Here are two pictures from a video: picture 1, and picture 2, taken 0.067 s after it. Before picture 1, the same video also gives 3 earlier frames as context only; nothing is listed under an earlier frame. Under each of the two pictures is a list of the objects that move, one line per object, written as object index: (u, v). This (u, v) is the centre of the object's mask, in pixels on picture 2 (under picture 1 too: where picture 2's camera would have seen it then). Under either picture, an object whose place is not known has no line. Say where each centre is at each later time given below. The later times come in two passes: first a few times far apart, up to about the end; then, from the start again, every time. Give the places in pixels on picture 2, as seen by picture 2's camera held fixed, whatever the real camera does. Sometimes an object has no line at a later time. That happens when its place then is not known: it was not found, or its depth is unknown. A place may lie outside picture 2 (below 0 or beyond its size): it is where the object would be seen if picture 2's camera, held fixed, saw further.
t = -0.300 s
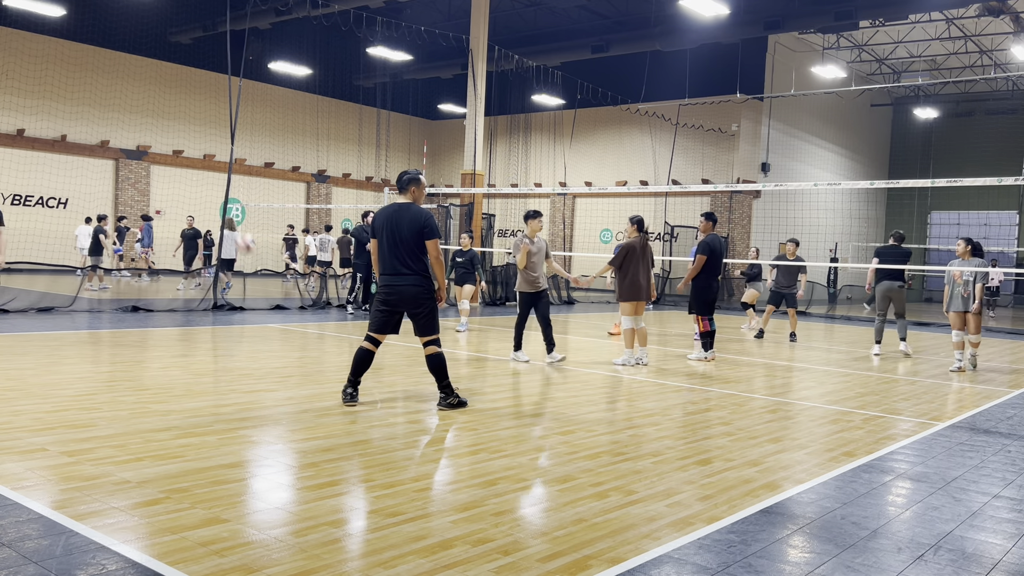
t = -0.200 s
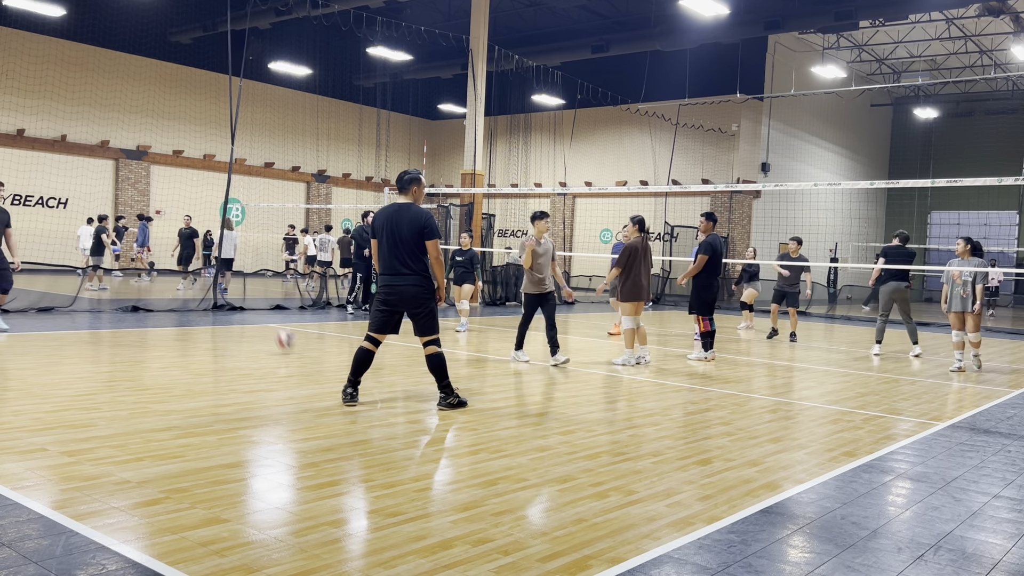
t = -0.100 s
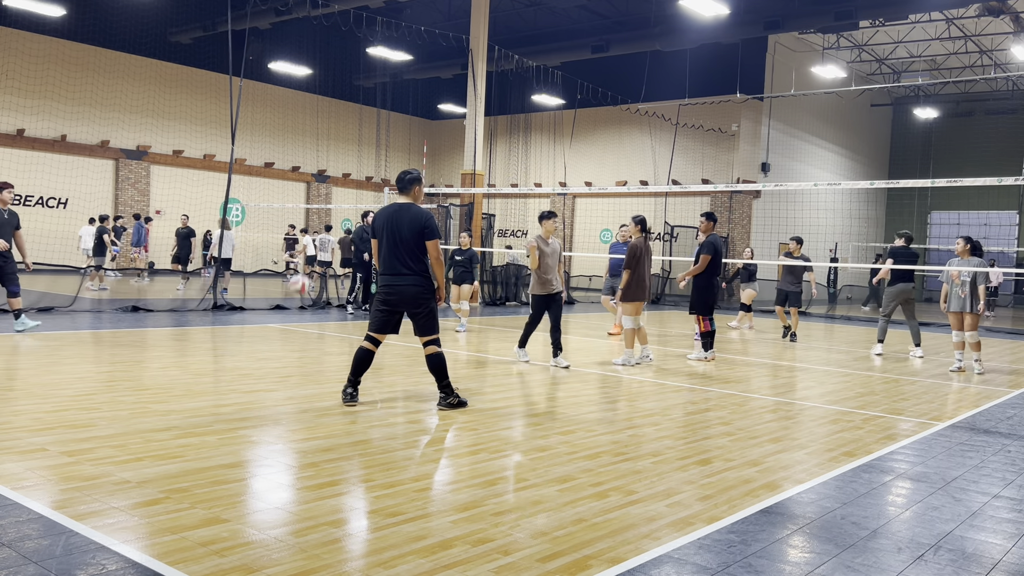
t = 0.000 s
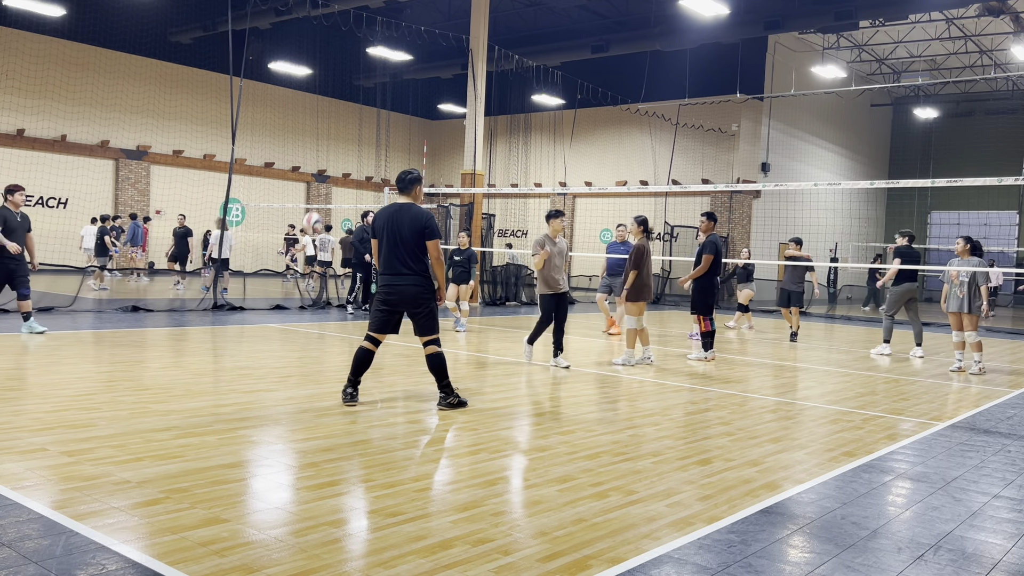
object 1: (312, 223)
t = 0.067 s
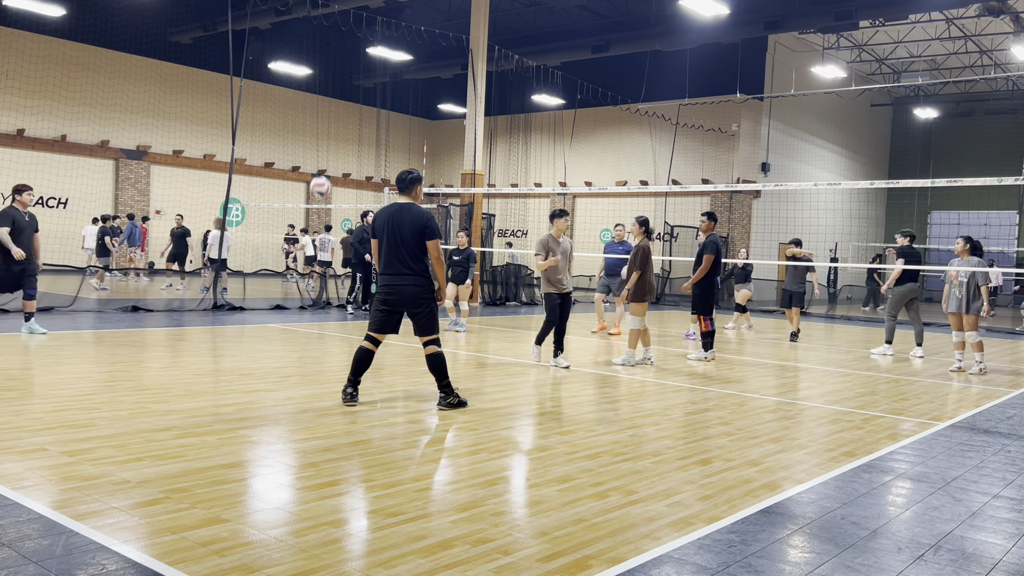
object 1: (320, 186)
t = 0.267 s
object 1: (342, 103)
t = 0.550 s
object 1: (373, 49)
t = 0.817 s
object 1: (400, 71)
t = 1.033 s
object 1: (420, 142)
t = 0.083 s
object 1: (322, 178)
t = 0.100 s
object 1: (324, 171)
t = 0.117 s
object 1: (325, 163)
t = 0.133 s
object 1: (327, 155)
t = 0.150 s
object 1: (330, 147)
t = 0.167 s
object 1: (331, 140)
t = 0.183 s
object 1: (333, 133)
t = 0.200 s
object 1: (335, 127)
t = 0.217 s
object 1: (337, 121)
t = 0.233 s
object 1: (339, 115)
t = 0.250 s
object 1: (341, 109)
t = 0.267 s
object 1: (342, 103)
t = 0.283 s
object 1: (344, 97)
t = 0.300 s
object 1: (346, 92)
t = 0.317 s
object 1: (348, 88)
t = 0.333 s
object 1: (350, 84)
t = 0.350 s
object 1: (352, 79)
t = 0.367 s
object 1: (353, 75)
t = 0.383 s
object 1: (355, 72)
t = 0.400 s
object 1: (357, 68)
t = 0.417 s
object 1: (359, 65)
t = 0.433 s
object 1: (361, 62)
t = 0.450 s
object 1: (362, 59)
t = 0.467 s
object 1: (364, 57)
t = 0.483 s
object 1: (366, 55)
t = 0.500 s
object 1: (367, 53)
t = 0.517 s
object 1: (369, 51)
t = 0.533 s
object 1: (371, 50)
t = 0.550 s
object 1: (373, 49)
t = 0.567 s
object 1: (375, 48)
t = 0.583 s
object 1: (376, 48)
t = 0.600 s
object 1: (378, 47)
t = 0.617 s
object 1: (380, 47)
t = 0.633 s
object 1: (382, 48)
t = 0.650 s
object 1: (383, 48)
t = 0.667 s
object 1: (385, 49)
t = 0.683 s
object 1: (387, 51)
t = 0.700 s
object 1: (389, 52)
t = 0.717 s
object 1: (390, 54)
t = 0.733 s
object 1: (392, 56)
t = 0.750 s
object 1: (394, 59)
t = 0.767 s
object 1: (395, 61)
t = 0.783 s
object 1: (397, 64)
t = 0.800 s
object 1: (398, 68)
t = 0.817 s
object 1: (400, 71)
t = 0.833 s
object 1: (402, 74)
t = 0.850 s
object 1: (403, 78)
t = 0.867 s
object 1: (405, 83)
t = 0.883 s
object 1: (406, 87)
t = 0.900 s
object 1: (408, 92)
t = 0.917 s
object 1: (410, 98)
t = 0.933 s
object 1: (411, 103)
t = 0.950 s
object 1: (413, 109)
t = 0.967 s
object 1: (414, 115)
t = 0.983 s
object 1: (416, 121)
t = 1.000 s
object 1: (417, 128)
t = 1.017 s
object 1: (418, 135)
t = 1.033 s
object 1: (420, 142)
